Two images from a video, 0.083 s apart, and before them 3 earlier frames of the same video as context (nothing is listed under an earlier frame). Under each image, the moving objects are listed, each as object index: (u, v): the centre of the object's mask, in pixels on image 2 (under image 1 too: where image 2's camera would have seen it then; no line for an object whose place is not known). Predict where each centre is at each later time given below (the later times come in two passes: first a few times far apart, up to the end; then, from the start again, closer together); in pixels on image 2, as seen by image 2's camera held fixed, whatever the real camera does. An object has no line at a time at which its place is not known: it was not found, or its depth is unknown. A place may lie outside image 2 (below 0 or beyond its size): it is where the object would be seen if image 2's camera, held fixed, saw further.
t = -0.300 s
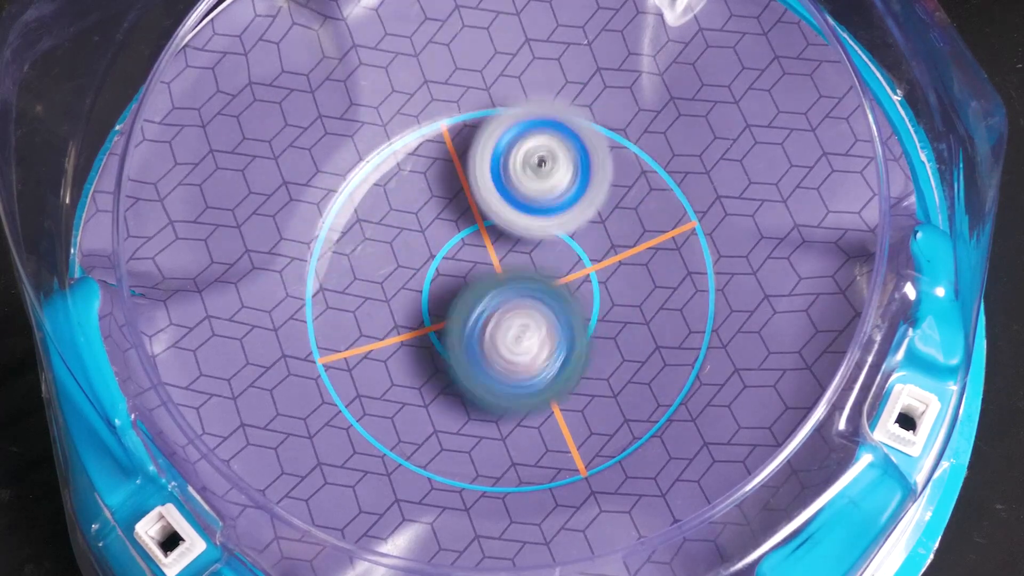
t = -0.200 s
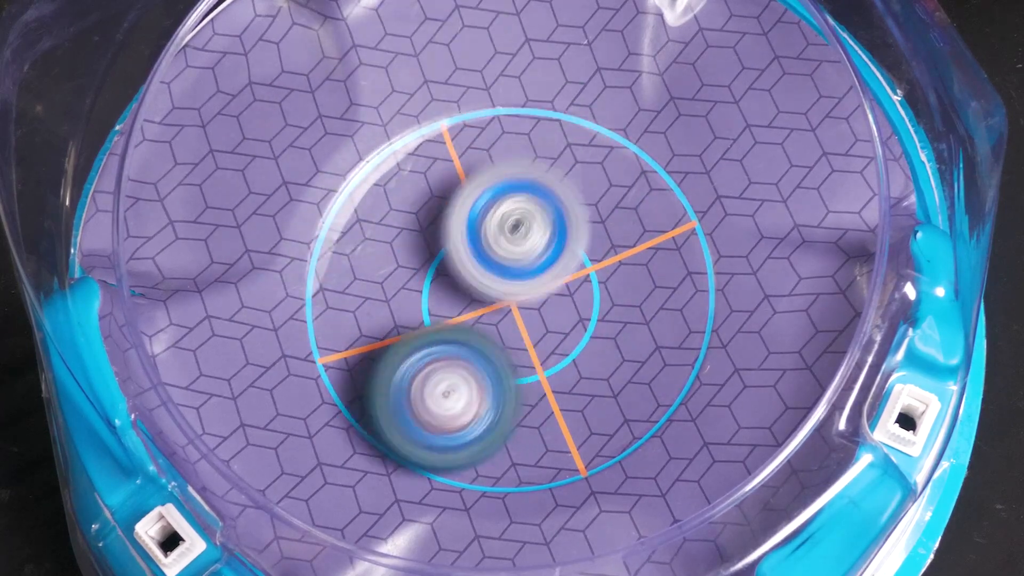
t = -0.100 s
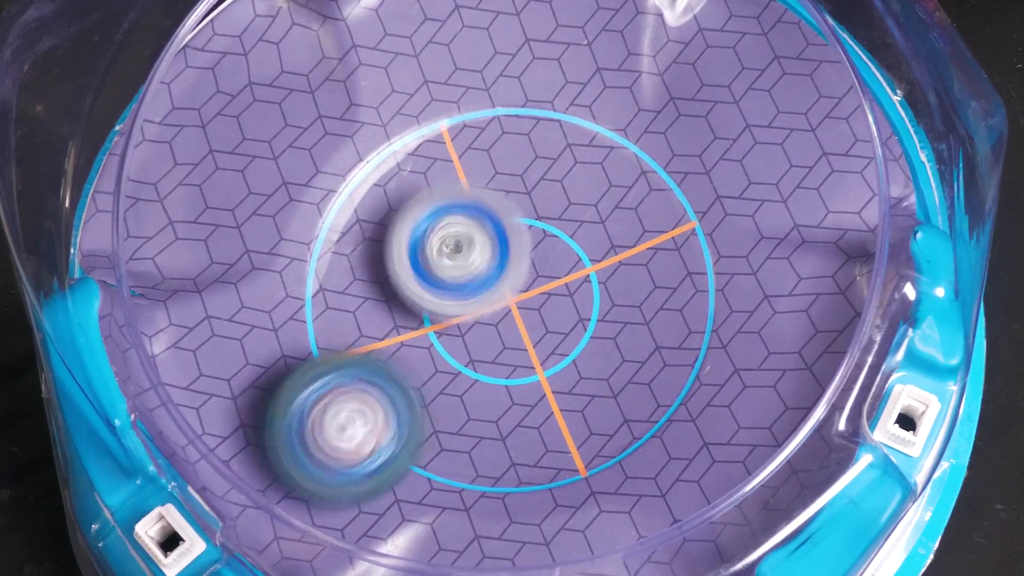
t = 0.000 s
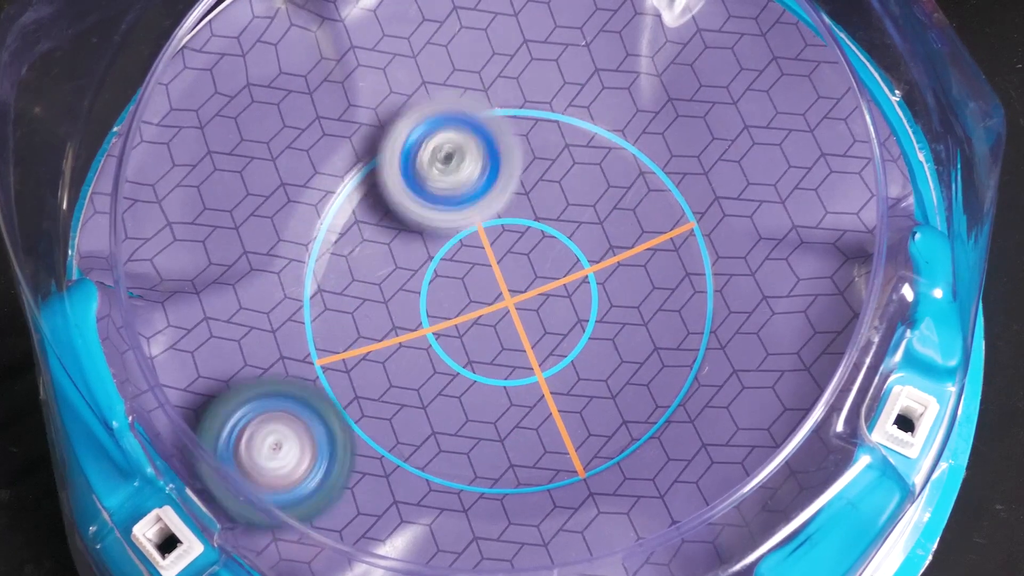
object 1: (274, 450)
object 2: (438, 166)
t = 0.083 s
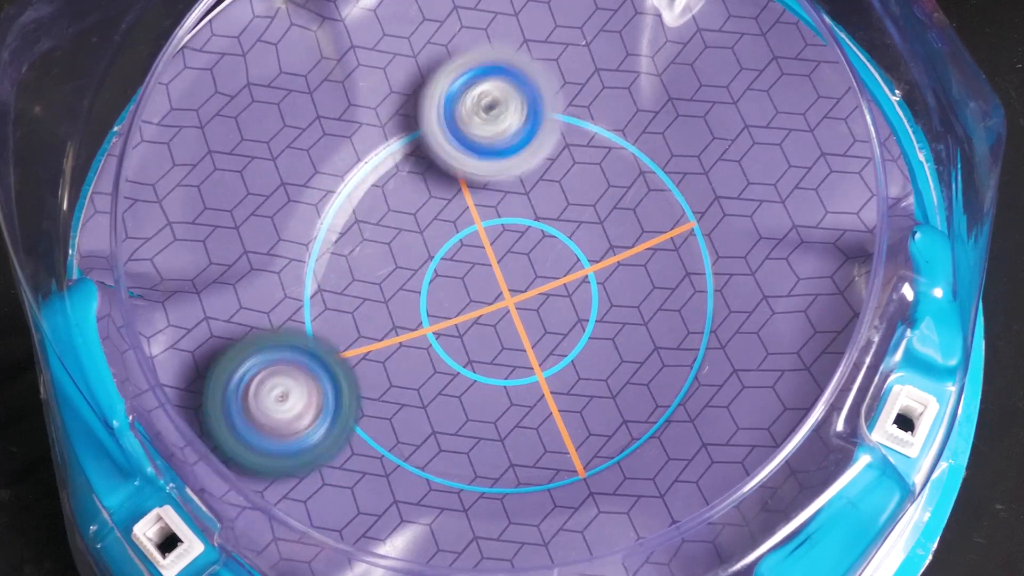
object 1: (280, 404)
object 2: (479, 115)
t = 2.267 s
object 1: (472, 206)
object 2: (583, 309)
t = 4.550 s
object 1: (378, 251)
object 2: (611, 307)
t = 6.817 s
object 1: (643, 230)
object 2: (447, 322)
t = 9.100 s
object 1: (318, 360)
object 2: (465, 219)
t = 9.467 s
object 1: (476, 363)
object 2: (467, 239)
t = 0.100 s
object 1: (280, 394)
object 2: (492, 111)
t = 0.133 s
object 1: (279, 375)
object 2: (520, 109)
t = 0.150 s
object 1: (279, 367)
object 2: (543, 109)
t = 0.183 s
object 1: (278, 350)
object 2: (573, 121)
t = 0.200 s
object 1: (279, 341)
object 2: (578, 133)
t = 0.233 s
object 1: (280, 324)
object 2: (598, 159)
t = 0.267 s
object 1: (285, 309)
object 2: (608, 192)
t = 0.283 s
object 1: (287, 301)
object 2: (610, 210)
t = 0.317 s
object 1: (296, 287)
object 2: (606, 246)
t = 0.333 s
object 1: (301, 279)
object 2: (599, 262)
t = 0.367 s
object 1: (317, 263)
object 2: (580, 294)
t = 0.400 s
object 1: (335, 249)
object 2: (554, 322)
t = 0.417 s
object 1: (344, 244)
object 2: (539, 331)
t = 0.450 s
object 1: (364, 237)
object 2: (513, 348)
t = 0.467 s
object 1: (375, 235)
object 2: (496, 354)
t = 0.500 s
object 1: (395, 232)
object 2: (454, 363)
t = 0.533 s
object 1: (398, 211)
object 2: (437, 382)
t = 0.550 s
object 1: (403, 203)
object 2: (427, 388)
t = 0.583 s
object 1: (417, 193)
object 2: (407, 396)
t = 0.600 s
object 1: (426, 191)
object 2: (395, 396)
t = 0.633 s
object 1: (447, 190)
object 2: (372, 394)
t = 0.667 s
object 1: (469, 193)
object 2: (347, 383)
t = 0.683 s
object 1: (479, 196)
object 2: (340, 373)
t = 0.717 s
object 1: (500, 203)
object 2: (314, 355)
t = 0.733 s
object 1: (509, 207)
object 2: (305, 344)
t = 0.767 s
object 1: (527, 219)
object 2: (297, 313)
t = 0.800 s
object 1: (542, 232)
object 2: (300, 281)
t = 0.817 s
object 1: (548, 239)
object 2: (303, 262)
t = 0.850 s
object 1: (560, 254)
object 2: (318, 231)
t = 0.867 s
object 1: (564, 263)
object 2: (327, 217)
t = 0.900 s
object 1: (570, 280)
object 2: (350, 191)
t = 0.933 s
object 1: (573, 296)
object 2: (384, 176)
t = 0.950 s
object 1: (574, 305)
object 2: (400, 171)
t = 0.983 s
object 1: (573, 321)
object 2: (435, 164)
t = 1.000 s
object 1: (571, 329)
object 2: (447, 165)
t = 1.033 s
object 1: (567, 342)
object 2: (481, 171)
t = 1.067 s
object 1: (560, 354)
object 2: (513, 186)
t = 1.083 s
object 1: (556, 358)
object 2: (527, 195)
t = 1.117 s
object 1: (549, 365)
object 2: (552, 215)
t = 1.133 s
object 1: (545, 369)
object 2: (564, 227)
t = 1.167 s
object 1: (537, 391)
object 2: (579, 236)
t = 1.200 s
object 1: (527, 404)
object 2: (594, 245)
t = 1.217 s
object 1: (520, 408)
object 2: (601, 252)
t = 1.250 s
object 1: (507, 413)
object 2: (610, 270)
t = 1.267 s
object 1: (501, 415)
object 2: (614, 283)
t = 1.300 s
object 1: (489, 415)
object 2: (617, 308)
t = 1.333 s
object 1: (478, 414)
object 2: (611, 338)
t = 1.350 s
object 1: (473, 412)
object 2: (617, 349)
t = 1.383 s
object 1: (450, 415)
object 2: (604, 366)
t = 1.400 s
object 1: (438, 415)
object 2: (605, 370)
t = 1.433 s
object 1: (420, 410)
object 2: (602, 381)
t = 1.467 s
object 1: (407, 401)
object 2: (602, 385)
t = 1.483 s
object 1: (402, 396)
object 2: (593, 390)
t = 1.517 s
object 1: (393, 384)
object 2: (572, 391)
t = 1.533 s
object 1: (389, 377)
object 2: (547, 392)
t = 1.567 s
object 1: (380, 362)
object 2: (527, 379)
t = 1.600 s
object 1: (360, 348)
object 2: (530, 359)
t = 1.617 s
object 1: (356, 340)
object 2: (533, 346)
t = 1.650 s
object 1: (351, 323)
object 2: (544, 323)
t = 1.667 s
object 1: (351, 314)
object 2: (548, 312)
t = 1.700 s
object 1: (354, 297)
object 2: (562, 291)
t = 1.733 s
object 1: (359, 280)
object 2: (578, 275)
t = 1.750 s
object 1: (363, 273)
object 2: (588, 267)
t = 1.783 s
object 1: (373, 258)
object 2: (604, 256)
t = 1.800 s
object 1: (378, 252)
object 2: (614, 251)
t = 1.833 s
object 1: (390, 241)
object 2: (634, 246)
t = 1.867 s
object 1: (402, 233)
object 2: (654, 244)
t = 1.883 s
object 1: (410, 229)
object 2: (663, 246)
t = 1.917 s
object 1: (425, 223)
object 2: (680, 251)
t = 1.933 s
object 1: (433, 222)
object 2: (686, 256)
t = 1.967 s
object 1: (449, 219)
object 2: (687, 272)
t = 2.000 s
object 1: (465, 219)
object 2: (678, 292)
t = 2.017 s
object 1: (472, 220)
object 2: (671, 304)
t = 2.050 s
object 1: (487, 223)
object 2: (654, 319)
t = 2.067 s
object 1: (494, 225)
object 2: (643, 323)
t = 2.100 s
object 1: (506, 230)
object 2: (616, 326)
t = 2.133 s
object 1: (500, 228)
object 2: (606, 331)
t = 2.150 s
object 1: (494, 224)
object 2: (602, 331)
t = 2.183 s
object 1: (490, 222)
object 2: (590, 328)
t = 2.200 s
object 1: (489, 221)
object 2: (584, 323)
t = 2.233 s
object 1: (481, 214)
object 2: (578, 314)
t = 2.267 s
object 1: (472, 206)
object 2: (583, 309)
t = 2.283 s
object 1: (470, 204)
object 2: (587, 306)
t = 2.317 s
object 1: (470, 200)
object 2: (596, 302)
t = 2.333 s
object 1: (472, 199)
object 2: (600, 300)
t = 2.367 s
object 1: (475, 197)
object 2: (609, 301)
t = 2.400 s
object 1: (478, 195)
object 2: (614, 302)
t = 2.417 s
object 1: (480, 194)
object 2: (615, 303)
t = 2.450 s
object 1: (482, 194)
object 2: (613, 307)
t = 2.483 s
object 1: (484, 193)
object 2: (607, 310)
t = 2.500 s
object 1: (486, 193)
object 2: (602, 310)
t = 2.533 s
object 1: (488, 193)
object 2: (591, 307)
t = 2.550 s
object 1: (489, 193)
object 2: (584, 305)
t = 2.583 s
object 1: (484, 189)
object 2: (580, 301)
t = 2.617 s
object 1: (472, 181)
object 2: (584, 302)
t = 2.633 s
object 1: (469, 178)
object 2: (585, 302)
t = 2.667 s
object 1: (469, 176)
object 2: (584, 300)
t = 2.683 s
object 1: (469, 175)
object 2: (583, 299)
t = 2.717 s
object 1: (471, 174)
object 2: (579, 295)
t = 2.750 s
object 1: (472, 173)
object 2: (576, 291)
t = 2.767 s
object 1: (473, 173)
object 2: (574, 288)
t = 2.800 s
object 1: (475, 173)
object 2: (569, 282)
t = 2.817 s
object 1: (474, 173)
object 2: (569, 279)
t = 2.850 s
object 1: (452, 159)
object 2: (597, 289)
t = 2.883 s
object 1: (438, 150)
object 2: (620, 302)
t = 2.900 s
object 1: (434, 147)
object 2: (628, 311)
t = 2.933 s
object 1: (433, 143)
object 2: (639, 328)
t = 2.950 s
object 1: (433, 142)
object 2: (643, 338)
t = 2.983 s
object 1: (436, 139)
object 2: (645, 358)
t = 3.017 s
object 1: (439, 139)
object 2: (640, 379)
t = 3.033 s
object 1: (441, 139)
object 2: (635, 390)
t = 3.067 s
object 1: (444, 140)
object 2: (622, 407)
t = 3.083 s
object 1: (446, 141)
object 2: (611, 415)
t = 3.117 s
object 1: (449, 143)
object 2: (588, 426)
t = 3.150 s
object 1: (452, 146)
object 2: (564, 426)
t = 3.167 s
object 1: (454, 148)
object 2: (549, 422)
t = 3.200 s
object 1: (456, 152)
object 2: (527, 415)
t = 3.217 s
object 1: (457, 153)
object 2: (517, 406)
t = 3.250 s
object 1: (459, 157)
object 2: (497, 391)
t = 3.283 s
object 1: (461, 162)
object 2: (481, 371)
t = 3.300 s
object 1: (461, 165)
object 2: (476, 357)
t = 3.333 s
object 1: (462, 170)
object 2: (466, 335)
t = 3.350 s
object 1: (463, 172)
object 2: (463, 325)
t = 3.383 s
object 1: (460, 168)
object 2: (463, 312)
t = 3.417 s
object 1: (456, 161)
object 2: (468, 306)
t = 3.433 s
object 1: (445, 142)
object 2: (490, 325)
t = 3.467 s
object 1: (427, 105)
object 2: (514, 362)
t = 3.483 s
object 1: (424, 94)
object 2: (528, 376)
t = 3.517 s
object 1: (419, 82)
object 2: (540, 401)
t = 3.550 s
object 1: (422, 76)
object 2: (549, 421)
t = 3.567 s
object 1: (425, 74)
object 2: (551, 429)
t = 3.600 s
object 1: (430, 70)
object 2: (550, 443)
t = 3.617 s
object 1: (433, 70)
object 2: (547, 450)
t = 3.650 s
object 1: (439, 69)
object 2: (551, 455)
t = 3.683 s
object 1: (444, 70)
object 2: (525, 460)
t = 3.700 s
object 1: (446, 71)
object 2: (516, 459)
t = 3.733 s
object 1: (451, 75)
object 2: (498, 453)
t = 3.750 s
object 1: (454, 78)
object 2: (496, 450)
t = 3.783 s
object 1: (459, 85)
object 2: (477, 438)
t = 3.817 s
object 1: (464, 92)
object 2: (472, 420)
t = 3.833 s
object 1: (466, 96)
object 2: (472, 410)
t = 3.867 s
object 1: (474, 108)
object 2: (475, 389)
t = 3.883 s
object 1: (478, 115)
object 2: (478, 381)
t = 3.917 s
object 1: (484, 128)
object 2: (486, 361)
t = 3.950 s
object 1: (484, 140)
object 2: (497, 344)
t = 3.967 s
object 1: (484, 146)
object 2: (504, 333)
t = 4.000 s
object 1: (483, 158)
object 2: (517, 319)
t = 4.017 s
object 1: (483, 164)
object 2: (524, 314)
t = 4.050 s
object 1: (479, 177)
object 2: (540, 302)
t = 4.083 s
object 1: (462, 176)
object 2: (581, 304)
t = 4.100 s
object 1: (453, 176)
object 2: (590, 308)
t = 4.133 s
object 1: (440, 181)
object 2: (614, 312)
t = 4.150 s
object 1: (436, 183)
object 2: (623, 315)
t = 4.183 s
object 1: (429, 190)
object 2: (640, 321)
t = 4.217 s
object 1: (423, 196)
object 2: (656, 326)
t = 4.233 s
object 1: (419, 199)
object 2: (663, 329)
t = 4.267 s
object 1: (414, 204)
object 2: (677, 336)
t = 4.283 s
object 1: (411, 207)
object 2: (677, 340)
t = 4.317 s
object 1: (405, 213)
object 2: (670, 348)
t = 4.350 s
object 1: (400, 219)
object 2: (655, 353)
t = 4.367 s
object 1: (397, 222)
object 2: (650, 354)
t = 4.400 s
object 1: (392, 228)
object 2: (638, 355)
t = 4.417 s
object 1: (391, 230)
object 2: (633, 352)
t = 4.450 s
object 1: (387, 236)
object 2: (625, 346)
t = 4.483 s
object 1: (383, 241)
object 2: (618, 336)
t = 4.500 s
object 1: (382, 244)
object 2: (614, 330)
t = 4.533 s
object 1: (379, 249)
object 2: (611, 315)
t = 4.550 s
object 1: (378, 251)
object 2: (611, 307)
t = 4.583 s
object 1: (375, 257)
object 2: (609, 291)
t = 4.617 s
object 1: (374, 262)
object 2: (609, 275)
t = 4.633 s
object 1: (373, 265)
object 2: (610, 266)
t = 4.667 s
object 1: (372, 270)
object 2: (612, 250)
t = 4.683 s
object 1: (371, 272)
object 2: (612, 244)
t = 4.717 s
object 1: (371, 277)
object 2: (614, 229)
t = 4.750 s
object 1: (370, 282)
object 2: (617, 215)
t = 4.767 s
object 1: (371, 284)
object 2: (619, 208)
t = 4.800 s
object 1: (372, 289)
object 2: (624, 199)
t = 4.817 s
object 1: (372, 291)
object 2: (626, 192)
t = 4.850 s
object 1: (374, 296)
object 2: (629, 185)
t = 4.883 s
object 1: (376, 301)
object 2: (630, 180)
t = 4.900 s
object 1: (376, 303)
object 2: (629, 179)
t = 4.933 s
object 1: (379, 307)
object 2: (628, 178)
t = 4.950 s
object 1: (380, 309)
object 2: (627, 178)
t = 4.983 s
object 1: (383, 314)
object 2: (621, 180)
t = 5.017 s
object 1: (386, 319)
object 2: (612, 183)
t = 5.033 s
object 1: (388, 321)
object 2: (607, 183)
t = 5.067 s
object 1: (393, 325)
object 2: (593, 185)
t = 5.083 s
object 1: (395, 327)
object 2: (585, 186)
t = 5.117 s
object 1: (400, 332)
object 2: (569, 186)
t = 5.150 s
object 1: (406, 336)
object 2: (564, 184)
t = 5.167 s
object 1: (408, 338)
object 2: (546, 184)
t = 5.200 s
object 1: (415, 341)
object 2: (529, 180)
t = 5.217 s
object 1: (417, 343)
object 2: (521, 179)
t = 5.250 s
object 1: (424, 346)
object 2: (506, 173)
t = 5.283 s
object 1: (430, 350)
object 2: (493, 167)
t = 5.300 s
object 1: (434, 351)
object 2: (485, 163)
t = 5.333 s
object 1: (440, 354)
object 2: (473, 155)
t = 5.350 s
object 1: (444, 355)
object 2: (469, 152)
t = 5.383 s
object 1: (451, 358)
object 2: (459, 143)
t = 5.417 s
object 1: (459, 361)
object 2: (453, 137)
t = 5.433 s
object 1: (463, 362)
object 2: (452, 133)
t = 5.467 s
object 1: (471, 364)
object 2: (449, 131)
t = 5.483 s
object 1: (474, 365)
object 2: (449, 131)
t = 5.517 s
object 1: (482, 367)
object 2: (449, 133)
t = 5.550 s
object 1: (488, 369)
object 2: (450, 139)
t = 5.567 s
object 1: (493, 369)
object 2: (451, 143)
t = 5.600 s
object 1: (499, 370)
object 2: (451, 153)
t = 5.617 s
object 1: (504, 370)
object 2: (452, 160)
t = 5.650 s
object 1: (510, 372)
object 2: (449, 174)
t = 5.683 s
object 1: (517, 372)
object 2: (443, 191)
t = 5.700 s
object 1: (520, 372)
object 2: (440, 197)
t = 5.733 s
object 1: (527, 371)
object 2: (432, 212)
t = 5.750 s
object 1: (530, 371)
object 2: (428, 219)
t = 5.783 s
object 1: (537, 370)
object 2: (418, 232)
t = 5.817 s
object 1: (544, 369)
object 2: (407, 244)
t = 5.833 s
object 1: (546, 368)
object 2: (401, 249)
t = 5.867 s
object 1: (553, 366)
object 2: (389, 258)
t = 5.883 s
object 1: (555, 365)
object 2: (384, 261)
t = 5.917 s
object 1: (561, 363)
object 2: (372, 270)
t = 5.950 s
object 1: (565, 361)
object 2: (361, 277)
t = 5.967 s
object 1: (568, 359)
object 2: (354, 278)
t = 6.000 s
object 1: (573, 357)
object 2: (344, 277)
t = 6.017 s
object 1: (576, 355)
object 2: (340, 277)
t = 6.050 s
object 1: (580, 352)
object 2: (336, 274)
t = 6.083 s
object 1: (584, 348)
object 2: (336, 272)
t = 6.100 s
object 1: (587, 346)
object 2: (340, 272)
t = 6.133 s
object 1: (590, 343)
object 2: (347, 269)
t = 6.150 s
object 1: (592, 341)
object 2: (352, 269)
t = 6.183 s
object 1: (596, 336)
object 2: (364, 270)
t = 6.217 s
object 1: (599, 332)
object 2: (379, 273)
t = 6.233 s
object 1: (600, 329)
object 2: (386, 275)
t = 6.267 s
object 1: (603, 324)
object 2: (404, 282)
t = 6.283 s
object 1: (605, 322)
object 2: (410, 288)
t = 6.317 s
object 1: (607, 315)
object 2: (423, 295)
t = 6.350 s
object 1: (609, 310)
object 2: (436, 305)
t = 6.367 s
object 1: (609, 307)
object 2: (443, 310)
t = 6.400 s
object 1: (623, 297)
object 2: (442, 326)
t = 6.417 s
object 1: (629, 292)
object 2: (440, 334)
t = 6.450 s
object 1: (636, 285)
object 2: (436, 346)
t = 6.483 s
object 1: (642, 279)
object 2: (431, 356)
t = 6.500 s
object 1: (643, 276)
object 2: (428, 360)
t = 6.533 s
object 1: (646, 271)
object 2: (421, 369)
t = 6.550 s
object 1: (647, 268)
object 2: (417, 372)
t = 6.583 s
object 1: (650, 263)
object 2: (410, 372)
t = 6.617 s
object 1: (650, 258)
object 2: (406, 370)
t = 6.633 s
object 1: (650, 256)
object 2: (404, 369)
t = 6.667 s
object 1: (650, 251)
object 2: (405, 360)
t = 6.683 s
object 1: (650, 249)
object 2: (406, 357)
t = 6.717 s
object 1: (649, 244)
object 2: (411, 349)
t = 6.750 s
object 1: (648, 239)
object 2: (421, 337)
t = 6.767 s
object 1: (647, 237)
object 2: (427, 333)
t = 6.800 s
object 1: (644, 232)
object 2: (440, 327)
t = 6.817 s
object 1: (643, 230)
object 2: (447, 322)
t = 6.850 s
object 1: (639, 226)
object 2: (463, 315)
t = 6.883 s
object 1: (635, 221)
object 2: (476, 312)
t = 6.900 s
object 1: (633, 219)
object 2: (484, 310)
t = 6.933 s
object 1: (630, 213)
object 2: (497, 311)
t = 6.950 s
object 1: (635, 198)
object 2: (495, 326)
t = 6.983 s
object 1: (646, 171)
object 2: (484, 350)
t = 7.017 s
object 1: (648, 156)
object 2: (476, 368)
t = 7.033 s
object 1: (647, 154)
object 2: (472, 373)
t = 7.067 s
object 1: (643, 158)
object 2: (462, 383)
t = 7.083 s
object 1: (642, 162)
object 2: (457, 388)
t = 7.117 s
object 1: (636, 169)
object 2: (444, 393)
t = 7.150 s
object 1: (629, 172)
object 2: (432, 399)
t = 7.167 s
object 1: (626, 171)
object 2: (426, 399)
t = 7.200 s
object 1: (619, 168)
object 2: (412, 396)
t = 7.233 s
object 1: (612, 163)
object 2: (402, 386)
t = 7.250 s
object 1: (609, 160)
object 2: (398, 383)
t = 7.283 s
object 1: (602, 155)
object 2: (394, 368)
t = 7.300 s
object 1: (599, 152)
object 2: (394, 359)
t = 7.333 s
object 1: (591, 148)
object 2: (396, 346)
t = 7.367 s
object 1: (583, 143)
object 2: (403, 333)
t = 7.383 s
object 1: (580, 142)
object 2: (407, 328)
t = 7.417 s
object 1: (572, 138)
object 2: (418, 313)
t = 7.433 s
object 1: (567, 136)
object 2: (420, 310)
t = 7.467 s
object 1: (560, 133)
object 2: (433, 296)
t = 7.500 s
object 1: (551, 131)
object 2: (443, 287)
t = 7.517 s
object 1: (547, 130)
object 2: (450, 282)
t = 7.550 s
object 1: (539, 129)
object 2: (461, 274)
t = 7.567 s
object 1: (535, 128)
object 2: (467, 270)
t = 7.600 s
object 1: (526, 126)
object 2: (480, 264)
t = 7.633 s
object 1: (517, 113)
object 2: (491, 265)
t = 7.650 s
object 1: (513, 109)
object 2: (506, 265)
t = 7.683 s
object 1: (509, 107)
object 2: (508, 262)
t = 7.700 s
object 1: (508, 109)
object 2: (515, 257)
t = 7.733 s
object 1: (506, 113)
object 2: (527, 254)
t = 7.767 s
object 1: (499, 112)
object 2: (541, 252)
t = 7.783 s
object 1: (495, 113)
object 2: (547, 250)
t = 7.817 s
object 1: (488, 114)
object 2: (560, 247)
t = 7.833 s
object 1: (484, 114)
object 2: (566, 246)
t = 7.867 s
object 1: (476, 117)
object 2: (578, 245)
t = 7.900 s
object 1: (468, 120)
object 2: (591, 242)
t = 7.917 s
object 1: (464, 120)
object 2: (597, 245)
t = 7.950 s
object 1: (455, 123)
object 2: (608, 245)
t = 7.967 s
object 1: (450, 126)
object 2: (613, 248)
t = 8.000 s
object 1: (442, 130)
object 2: (620, 252)
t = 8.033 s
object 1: (434, 135)
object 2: (625, 262)
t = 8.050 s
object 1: (430, 138)
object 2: (623, 265)
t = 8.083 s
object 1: (423, 143)
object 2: (620, 276)
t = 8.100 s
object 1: (418, 146)
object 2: (614, 279)
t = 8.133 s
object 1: (411, 153)
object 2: (604, 285)
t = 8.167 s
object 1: (404, 160)
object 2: (589, 288)
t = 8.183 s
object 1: (401, 162)
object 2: (584, 289)
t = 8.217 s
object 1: (394, 168)
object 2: (568, 287)
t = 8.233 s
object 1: (392, 172)
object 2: (562, 287)
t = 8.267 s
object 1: (386, 180)
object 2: (548, 284)
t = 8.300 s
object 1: (380, 187)
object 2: (536, 280)
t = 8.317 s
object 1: (377, 192)
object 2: (528, 277)
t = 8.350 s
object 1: (373, 200)
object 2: (516, 273)
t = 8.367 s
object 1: (371, 205)
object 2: (509, 269)
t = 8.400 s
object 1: (367, 214)
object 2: (498, 264)
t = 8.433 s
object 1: (343, 222)
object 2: (513, 255)
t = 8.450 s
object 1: (325, 227)
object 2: (520, 251)
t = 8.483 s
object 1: (306, 235)
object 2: (540, 245)
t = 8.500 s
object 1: (299, 239)
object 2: (548, 242)
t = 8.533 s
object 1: (293, 245)
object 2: (556, 238)
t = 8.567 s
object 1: (287, 252)
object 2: (559, 237)
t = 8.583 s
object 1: (283, 255)
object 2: (562, 237)
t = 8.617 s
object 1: (277, 262)
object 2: (562, 239)
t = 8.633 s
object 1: (273, 266)
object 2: (561, 240)
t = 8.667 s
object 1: (268, 273)
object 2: (571, 237)
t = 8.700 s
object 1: (264, 280)
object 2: (557, 240)
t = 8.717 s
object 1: (263, 283)
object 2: (555, 243)
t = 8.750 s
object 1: (262, 291)
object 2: (550, 245)
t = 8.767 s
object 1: (261, 295)
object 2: (547, 245)
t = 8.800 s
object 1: (262, 302)
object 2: (539, 246)
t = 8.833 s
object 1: (263, 310)
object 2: (538, 243)
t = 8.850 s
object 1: (264, 315)
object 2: (526, 245)
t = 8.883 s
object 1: (266, 322)
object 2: (516, 244)
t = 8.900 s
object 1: (269, 326)
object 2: (511, 242)
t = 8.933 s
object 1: (274, 333)
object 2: (502, 239)
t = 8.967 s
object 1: (280, 340)
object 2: (493, 238)
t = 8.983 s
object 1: (283, 343)
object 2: (488, 236)
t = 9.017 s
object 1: (292, 349)
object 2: (480, 231)
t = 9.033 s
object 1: (296, 352)
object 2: (477, 230)
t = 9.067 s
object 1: (307, 356)
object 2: (470, 224)
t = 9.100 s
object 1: (318, 360)
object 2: (465, 219)
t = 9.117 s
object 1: (323, 361)
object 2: (463, 216)
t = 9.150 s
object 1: (336, 364)
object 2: (461, 212)
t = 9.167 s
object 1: (344, 363)
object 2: (461, 208)
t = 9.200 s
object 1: (358, 360)
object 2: (461, 207)
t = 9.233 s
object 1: (373, 360)
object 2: (461, 207)
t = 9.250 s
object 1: (380, 361)
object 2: (463, 206)
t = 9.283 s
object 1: (393, 362)
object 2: (466, 208)
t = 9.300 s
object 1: (400, 362)
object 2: (467, 211)
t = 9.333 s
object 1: (414, 363)
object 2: (469, 215)
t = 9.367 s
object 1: (429, 363)
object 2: (471, 219)
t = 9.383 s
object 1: (435, 363)
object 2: (471, 222)
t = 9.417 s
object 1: (449, 362)
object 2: (473, 232)
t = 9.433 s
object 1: (455, 362)
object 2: (473, 236)
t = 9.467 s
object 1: (476, 363)
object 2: (467, 239)
